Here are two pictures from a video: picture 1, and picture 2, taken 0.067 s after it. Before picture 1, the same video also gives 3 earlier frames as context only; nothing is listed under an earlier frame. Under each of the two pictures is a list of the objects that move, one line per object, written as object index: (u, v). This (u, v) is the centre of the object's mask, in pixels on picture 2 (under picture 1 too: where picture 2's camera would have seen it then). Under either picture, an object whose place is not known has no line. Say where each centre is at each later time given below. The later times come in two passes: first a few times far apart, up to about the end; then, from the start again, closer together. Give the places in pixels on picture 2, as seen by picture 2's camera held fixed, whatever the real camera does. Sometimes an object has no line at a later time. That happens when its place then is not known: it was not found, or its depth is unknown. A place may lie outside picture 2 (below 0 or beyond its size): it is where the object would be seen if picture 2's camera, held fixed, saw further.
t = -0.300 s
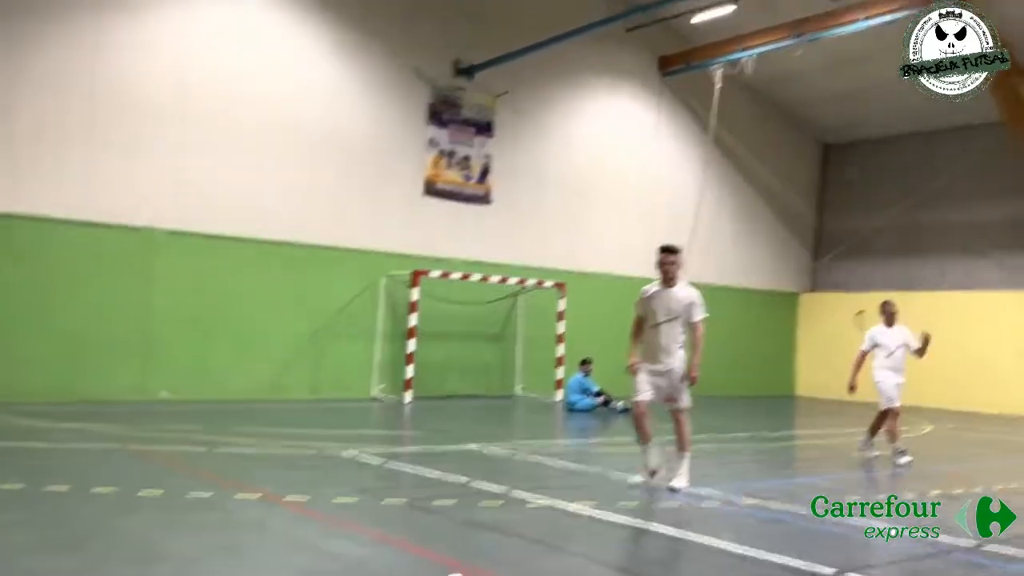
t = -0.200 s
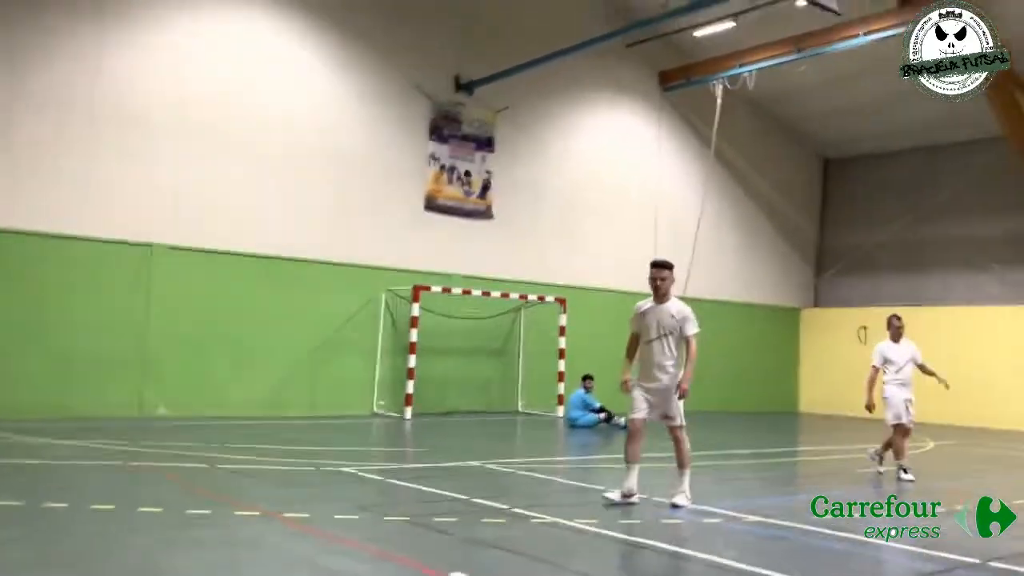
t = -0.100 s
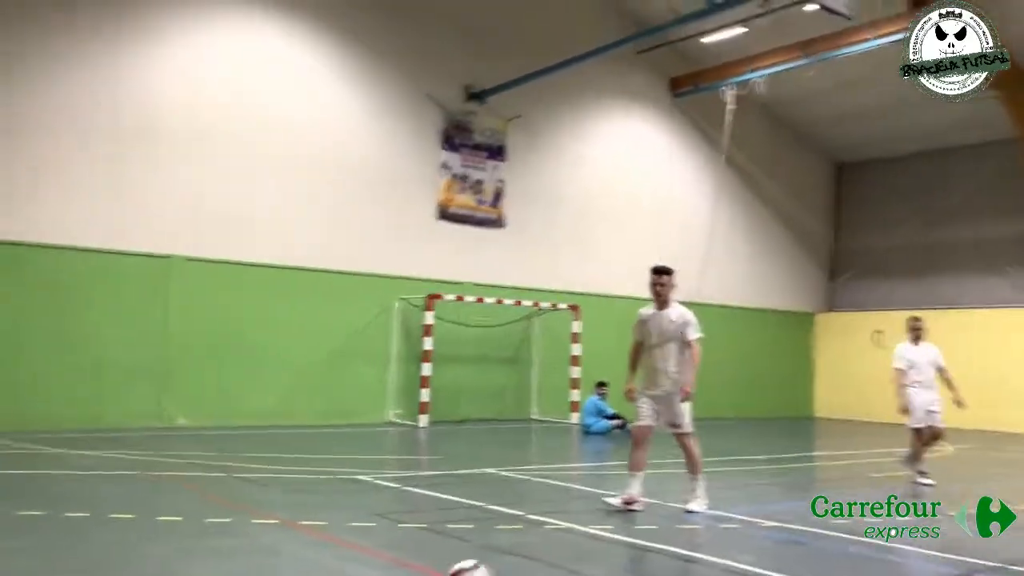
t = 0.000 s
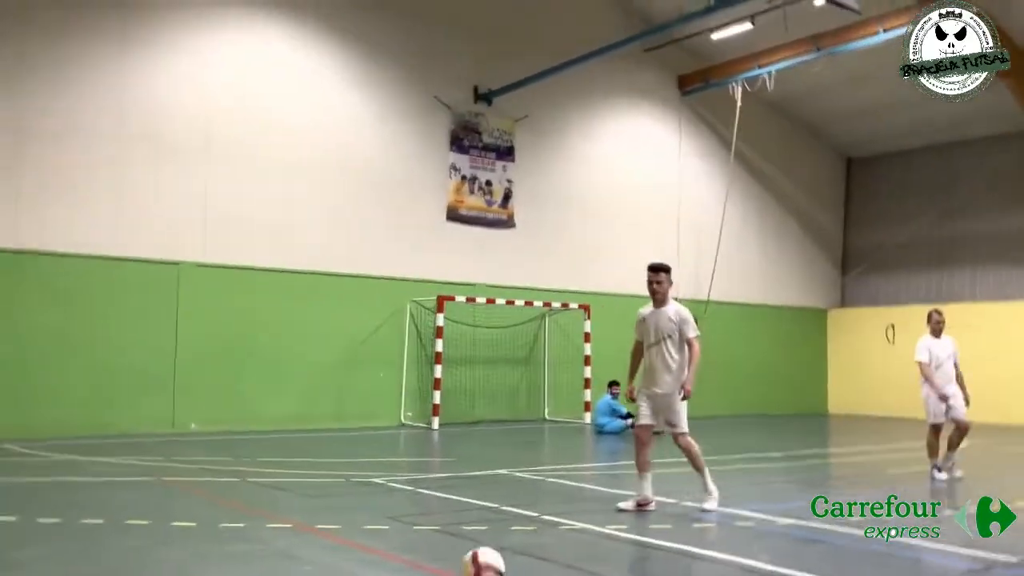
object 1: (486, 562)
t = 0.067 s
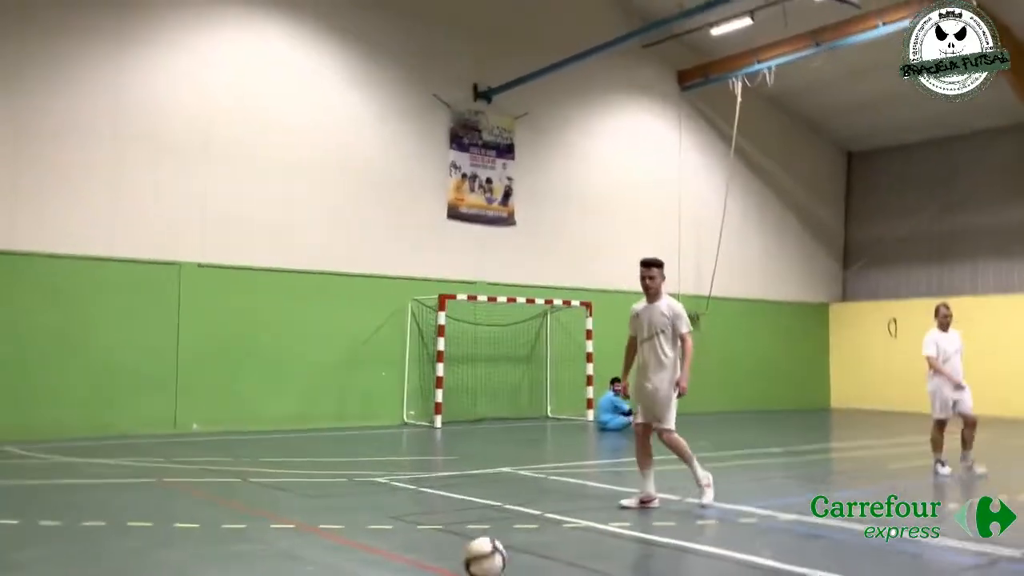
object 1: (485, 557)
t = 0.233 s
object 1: (482, 542)
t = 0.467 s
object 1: (481, 520)
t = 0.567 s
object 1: (481, 513)
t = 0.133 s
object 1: (482, 553)
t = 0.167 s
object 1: (483, 549)
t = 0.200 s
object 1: (482, 545)
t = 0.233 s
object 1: (482, 542)
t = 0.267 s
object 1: (483, 539)
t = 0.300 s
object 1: (483, 534)
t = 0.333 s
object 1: (483, 531)
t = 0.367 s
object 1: (482, 528)
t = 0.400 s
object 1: (481, 525)
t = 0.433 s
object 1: (481, 522)
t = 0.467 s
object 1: (481, 520)
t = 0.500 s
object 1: (480, 518)
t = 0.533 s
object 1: (481, 515)
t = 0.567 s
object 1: (481, 513)
